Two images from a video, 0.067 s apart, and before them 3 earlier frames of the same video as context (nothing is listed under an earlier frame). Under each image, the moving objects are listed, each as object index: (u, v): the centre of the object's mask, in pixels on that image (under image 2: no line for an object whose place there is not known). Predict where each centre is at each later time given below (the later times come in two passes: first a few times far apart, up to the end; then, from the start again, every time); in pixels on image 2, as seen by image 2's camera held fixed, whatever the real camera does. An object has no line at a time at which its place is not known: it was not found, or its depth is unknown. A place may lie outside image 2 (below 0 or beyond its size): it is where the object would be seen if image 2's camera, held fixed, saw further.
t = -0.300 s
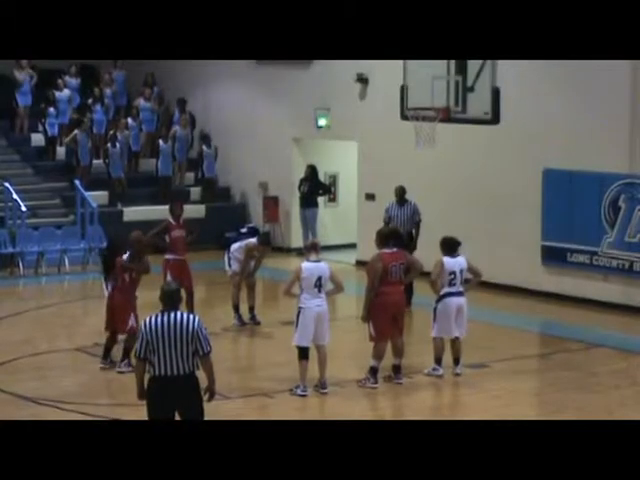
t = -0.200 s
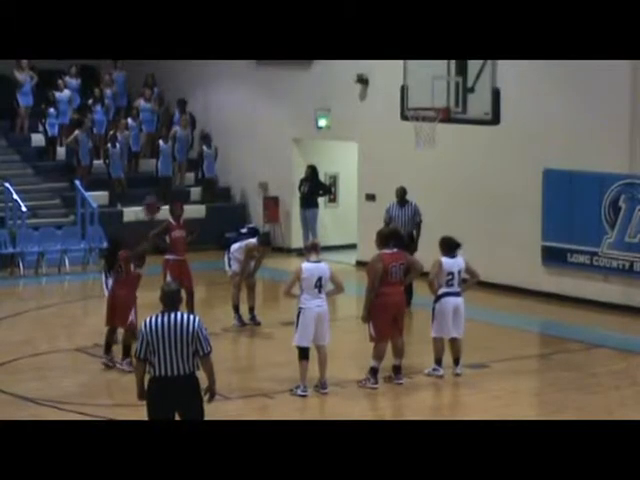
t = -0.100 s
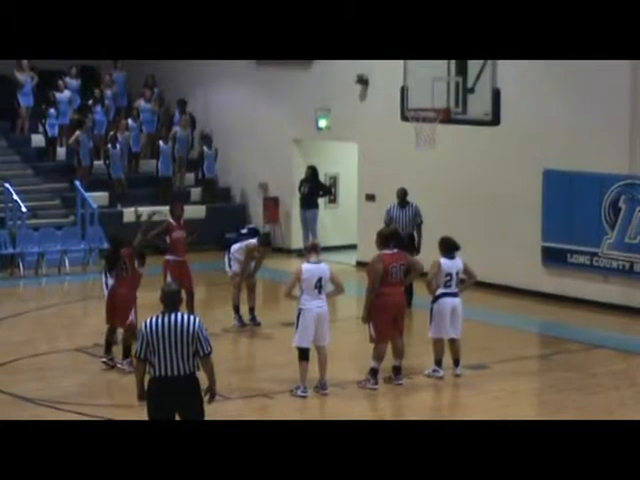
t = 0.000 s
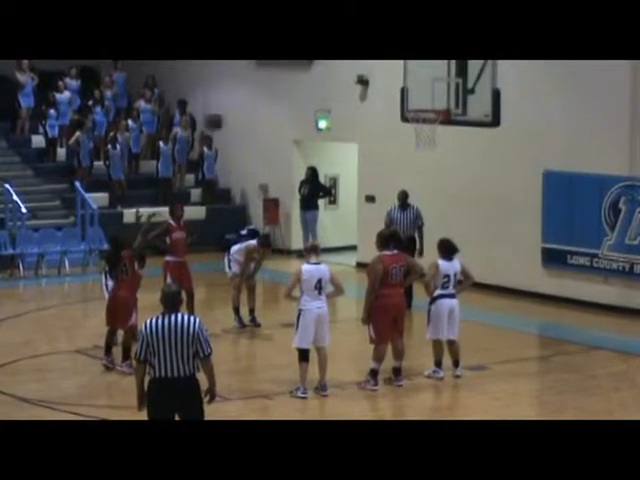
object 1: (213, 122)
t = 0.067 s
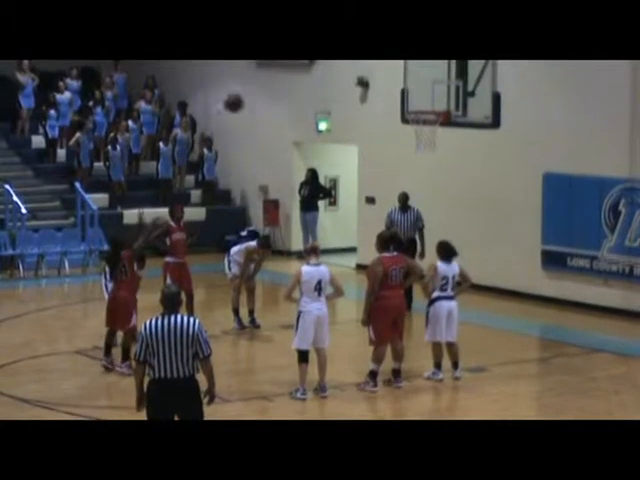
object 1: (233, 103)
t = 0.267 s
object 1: (291, 64)
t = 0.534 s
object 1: (361, 65)
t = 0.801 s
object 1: (420, 100)
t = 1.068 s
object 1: (438, 95)
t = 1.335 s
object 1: (422, 100)
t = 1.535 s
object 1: (419, 110)
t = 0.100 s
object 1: (243, 94)
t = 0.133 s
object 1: (252, 86)
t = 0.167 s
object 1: (262, 80)
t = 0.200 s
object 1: (271, 75)
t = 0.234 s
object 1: (281, 71)
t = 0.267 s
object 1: (291, 64)
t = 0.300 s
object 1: (301, 62)
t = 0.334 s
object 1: (309, 60)
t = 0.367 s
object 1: (318, 59)
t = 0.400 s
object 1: (327, 58)
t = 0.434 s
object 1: (335, 59)
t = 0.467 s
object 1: (344, 60)
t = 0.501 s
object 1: (353, 62)
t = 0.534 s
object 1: (361, 65)
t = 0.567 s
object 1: (369, 69)
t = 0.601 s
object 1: (378, 74)
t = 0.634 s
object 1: (386, 79)
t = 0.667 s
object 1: (394, 86)
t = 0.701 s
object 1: (402, 93)
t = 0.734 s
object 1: (411, 100)
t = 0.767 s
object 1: (415, 102)
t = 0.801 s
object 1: (420, 100)
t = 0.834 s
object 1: (424, 98)
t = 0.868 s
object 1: (429, 98)
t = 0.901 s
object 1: (434, 98)
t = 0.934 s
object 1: (438, 100)
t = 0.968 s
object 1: (442, 101)
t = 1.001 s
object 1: (443, 98)
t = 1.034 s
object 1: (441, 96)
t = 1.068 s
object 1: (438, 95)
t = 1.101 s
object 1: (436, 94)
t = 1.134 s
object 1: (433, 94)
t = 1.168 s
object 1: (431, 95)
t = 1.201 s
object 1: (428, 97)
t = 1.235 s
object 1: (425, 100)
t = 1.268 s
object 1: (423, 102)
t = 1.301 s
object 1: (422, 101)
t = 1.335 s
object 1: (422, 100)
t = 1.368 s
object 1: (421, 99)
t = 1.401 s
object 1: (421, 100)
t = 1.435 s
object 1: (419, 101)
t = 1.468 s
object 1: (419, 102)
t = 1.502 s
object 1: (419, 104)
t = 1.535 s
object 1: (419, 110)
